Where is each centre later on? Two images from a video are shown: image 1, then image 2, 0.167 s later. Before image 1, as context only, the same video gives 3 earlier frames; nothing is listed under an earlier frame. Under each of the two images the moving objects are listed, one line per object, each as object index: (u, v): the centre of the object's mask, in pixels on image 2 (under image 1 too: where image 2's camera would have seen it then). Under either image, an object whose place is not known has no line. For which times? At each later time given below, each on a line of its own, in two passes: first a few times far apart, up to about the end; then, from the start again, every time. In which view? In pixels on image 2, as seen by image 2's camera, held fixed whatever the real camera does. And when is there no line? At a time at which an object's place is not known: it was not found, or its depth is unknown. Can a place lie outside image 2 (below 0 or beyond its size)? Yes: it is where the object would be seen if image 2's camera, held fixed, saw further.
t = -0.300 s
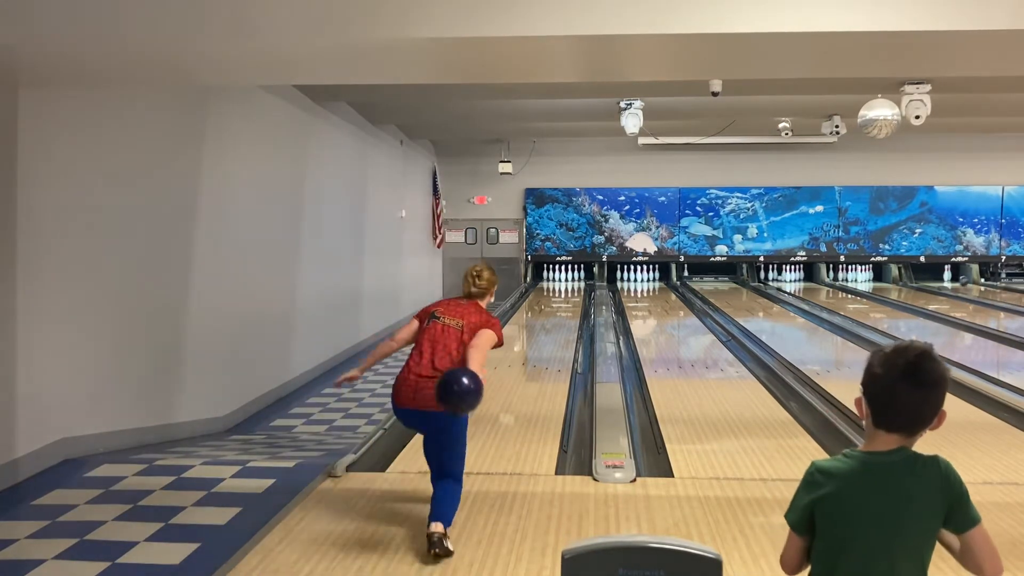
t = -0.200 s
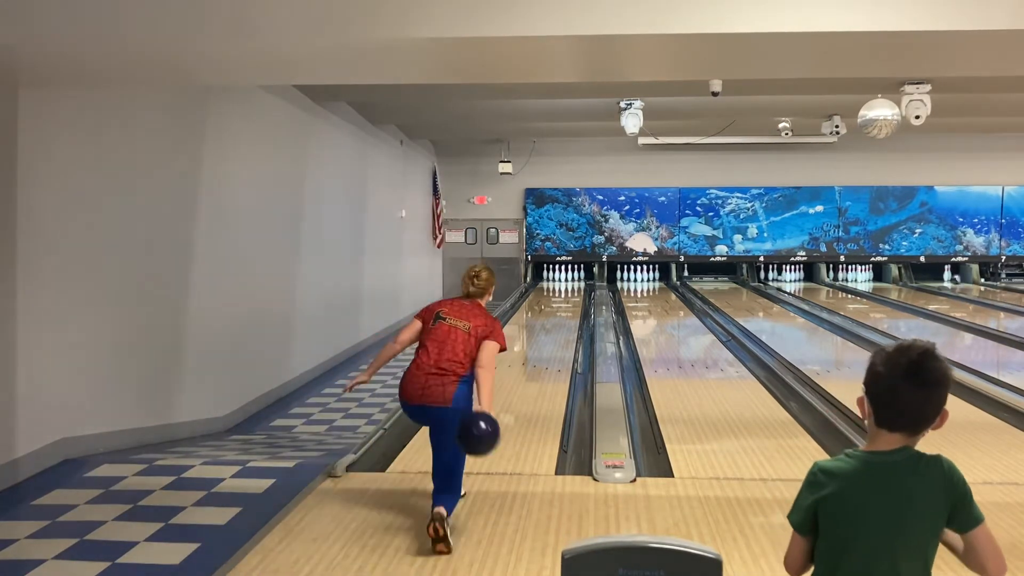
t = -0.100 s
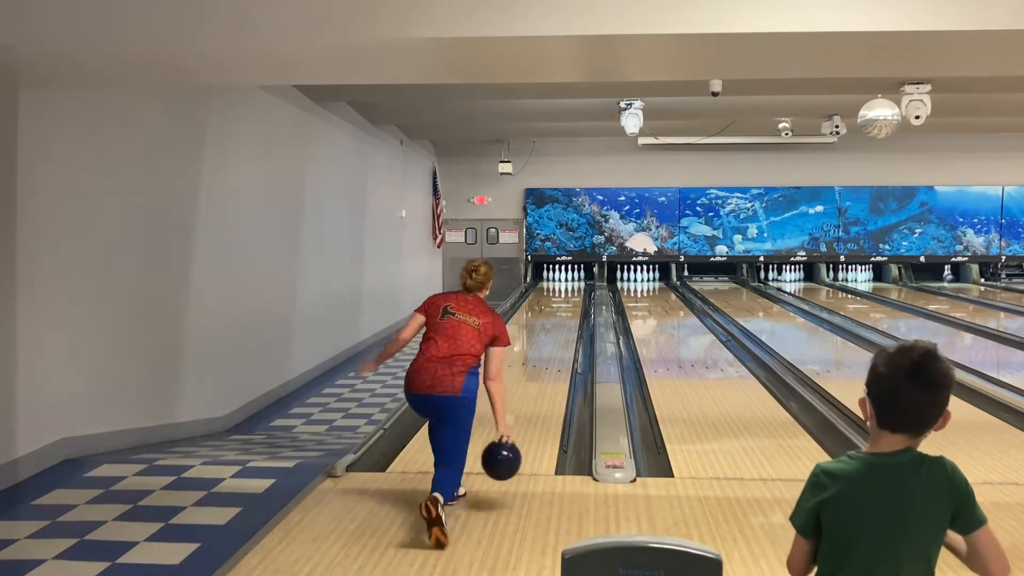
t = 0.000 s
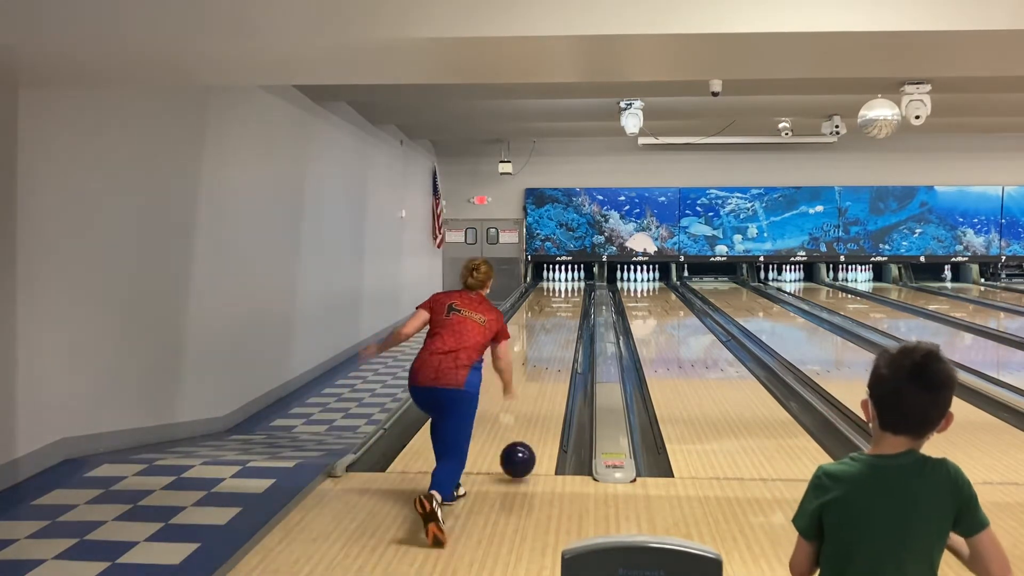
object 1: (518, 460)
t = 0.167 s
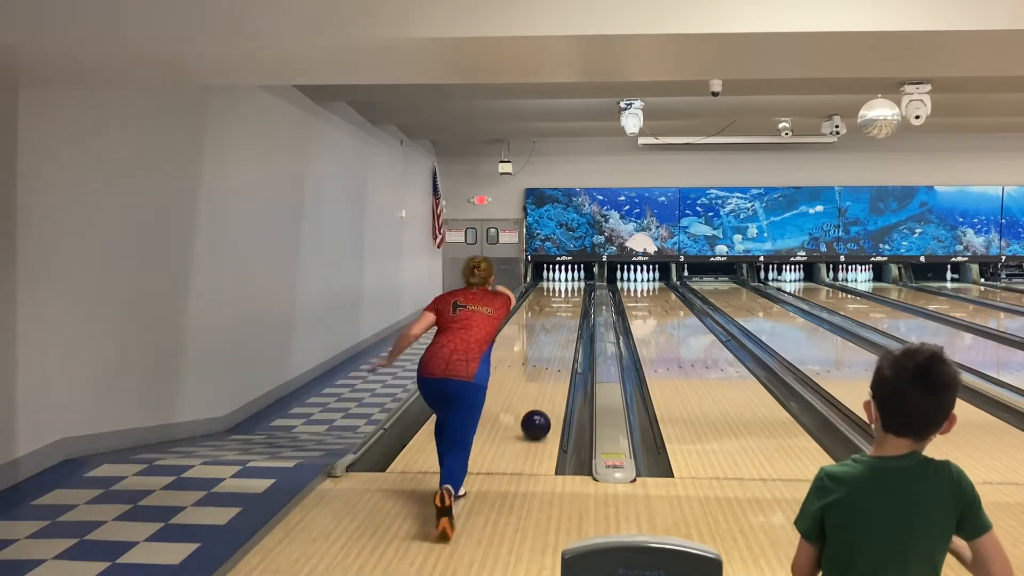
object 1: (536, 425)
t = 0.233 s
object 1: (541, 412)
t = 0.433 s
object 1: (554, 383)
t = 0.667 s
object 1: (564, 358)
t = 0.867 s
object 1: (569, 342)
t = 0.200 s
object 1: (538, 418)
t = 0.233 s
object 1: (541, 412)
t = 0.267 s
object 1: (544, 407)
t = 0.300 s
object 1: (546, 402)
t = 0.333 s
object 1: (548, 396)
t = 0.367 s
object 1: (550, 392)
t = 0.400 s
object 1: (552, 387)
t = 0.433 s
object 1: (554, 383)
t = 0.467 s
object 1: (555, 379)
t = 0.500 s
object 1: (557, 375)
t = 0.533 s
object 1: (558, 371)
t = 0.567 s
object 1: (560, 368)
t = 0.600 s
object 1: (561, 364)
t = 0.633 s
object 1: (562, 361)
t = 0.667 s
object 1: (564, 358)
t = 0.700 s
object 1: (564, 355)
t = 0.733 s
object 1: (566, 352)
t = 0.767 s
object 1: (566, 350)
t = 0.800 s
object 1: (567, 347)
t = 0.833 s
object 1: (568, 345)
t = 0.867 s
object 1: (569, 342)
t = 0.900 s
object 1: (570, 340)
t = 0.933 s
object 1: (570, 338)
